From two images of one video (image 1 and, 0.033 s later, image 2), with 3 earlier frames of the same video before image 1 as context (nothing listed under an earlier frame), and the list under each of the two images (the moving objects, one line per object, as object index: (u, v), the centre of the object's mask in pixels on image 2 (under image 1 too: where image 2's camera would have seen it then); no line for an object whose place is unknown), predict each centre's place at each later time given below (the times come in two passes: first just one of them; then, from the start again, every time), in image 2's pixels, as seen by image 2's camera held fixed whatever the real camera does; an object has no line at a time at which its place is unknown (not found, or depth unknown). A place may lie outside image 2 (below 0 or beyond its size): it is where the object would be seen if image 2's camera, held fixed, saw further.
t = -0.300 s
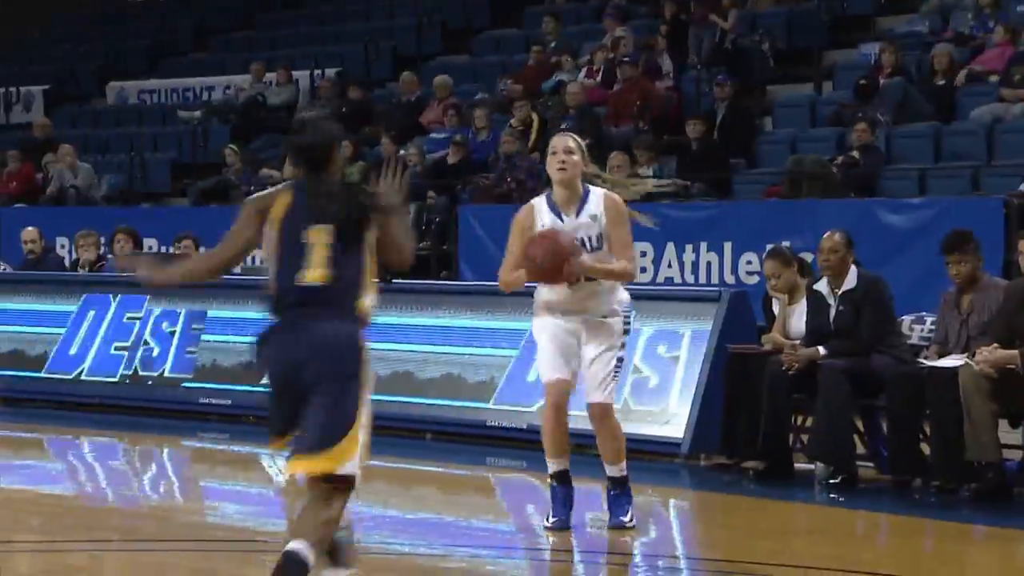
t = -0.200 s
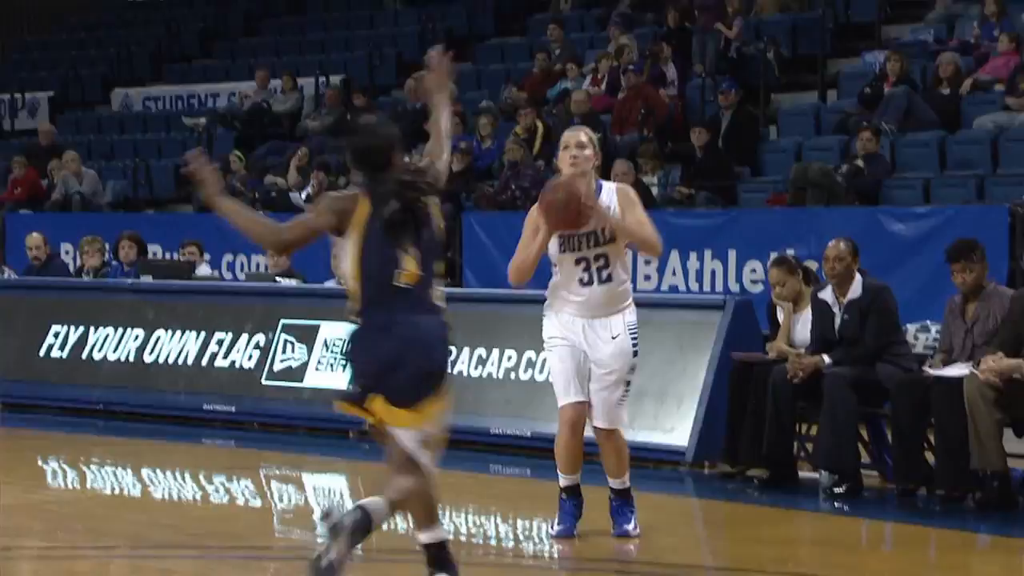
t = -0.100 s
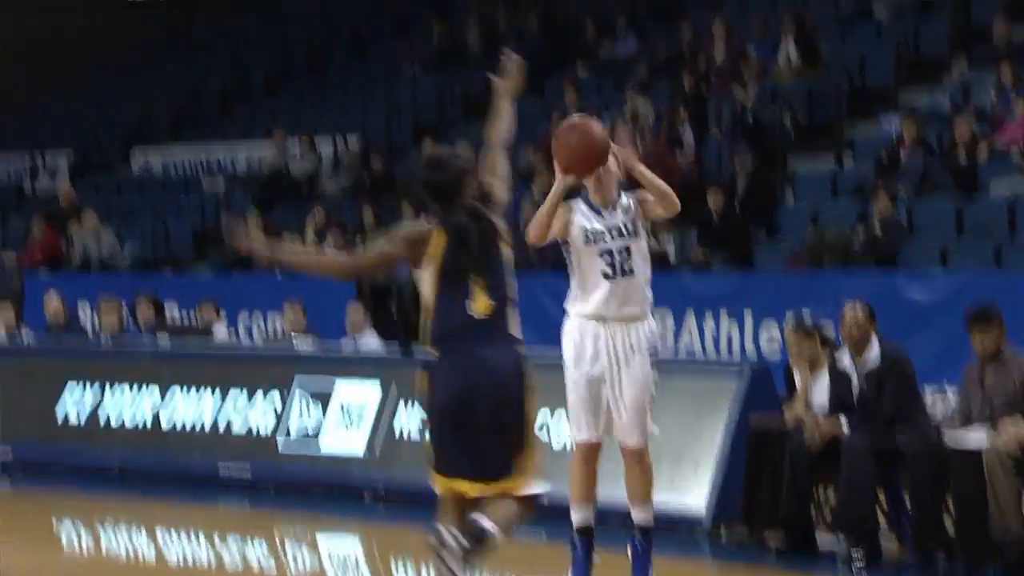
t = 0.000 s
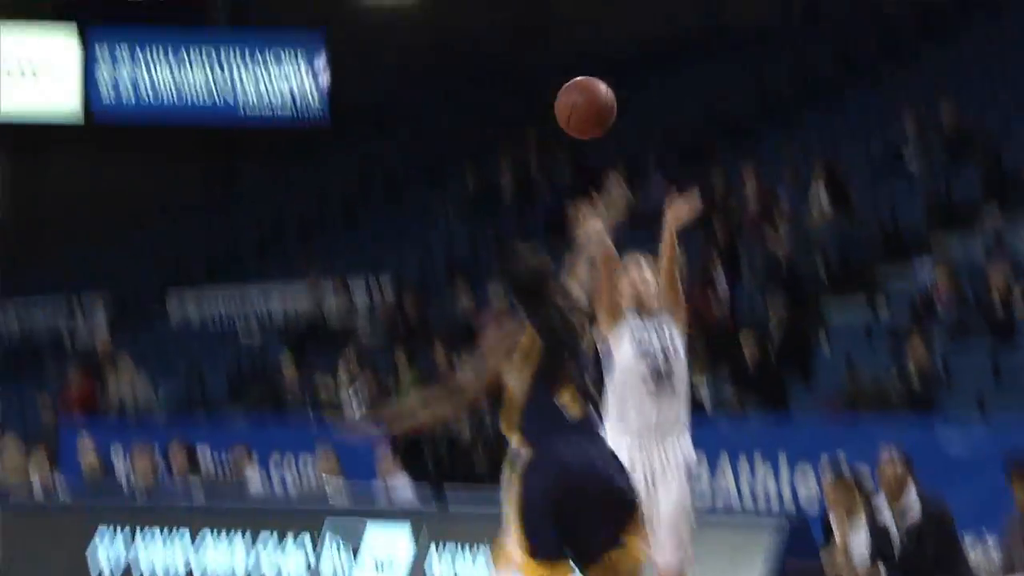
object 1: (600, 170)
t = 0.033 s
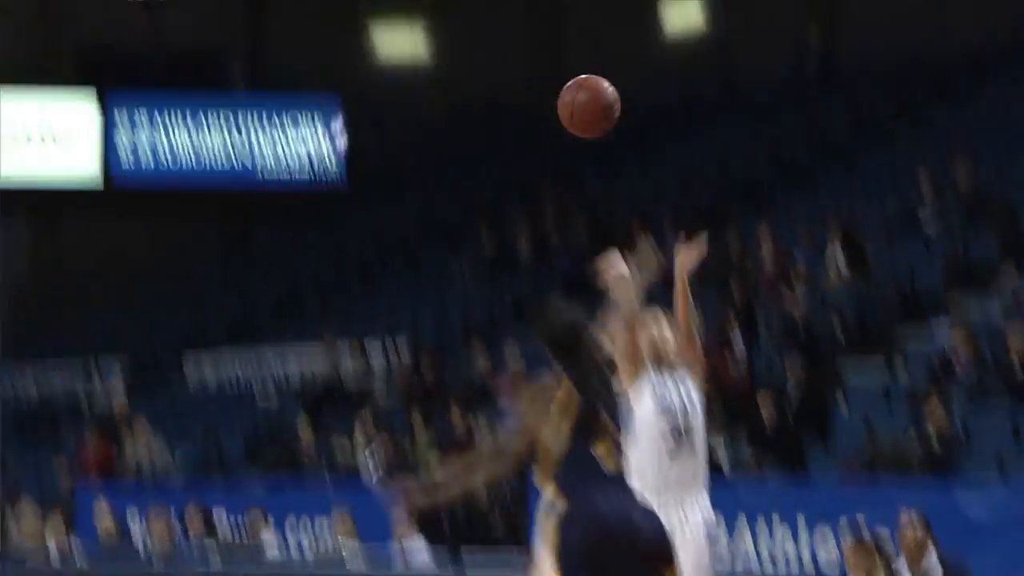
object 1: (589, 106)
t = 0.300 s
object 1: (485, -390)
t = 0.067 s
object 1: (577, 44)
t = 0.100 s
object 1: (565, -19)
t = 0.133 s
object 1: (553, -82)
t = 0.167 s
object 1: (540, -145)
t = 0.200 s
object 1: (528, -205)
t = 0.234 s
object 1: (515, -266)
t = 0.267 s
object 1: (500, -328)
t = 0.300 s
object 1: (485, -390)
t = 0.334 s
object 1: (468, -452)
